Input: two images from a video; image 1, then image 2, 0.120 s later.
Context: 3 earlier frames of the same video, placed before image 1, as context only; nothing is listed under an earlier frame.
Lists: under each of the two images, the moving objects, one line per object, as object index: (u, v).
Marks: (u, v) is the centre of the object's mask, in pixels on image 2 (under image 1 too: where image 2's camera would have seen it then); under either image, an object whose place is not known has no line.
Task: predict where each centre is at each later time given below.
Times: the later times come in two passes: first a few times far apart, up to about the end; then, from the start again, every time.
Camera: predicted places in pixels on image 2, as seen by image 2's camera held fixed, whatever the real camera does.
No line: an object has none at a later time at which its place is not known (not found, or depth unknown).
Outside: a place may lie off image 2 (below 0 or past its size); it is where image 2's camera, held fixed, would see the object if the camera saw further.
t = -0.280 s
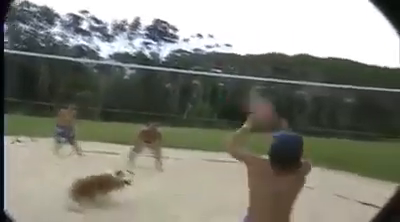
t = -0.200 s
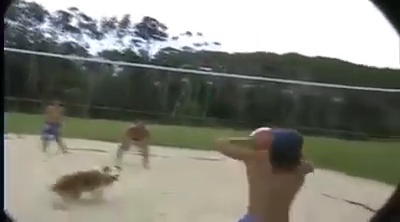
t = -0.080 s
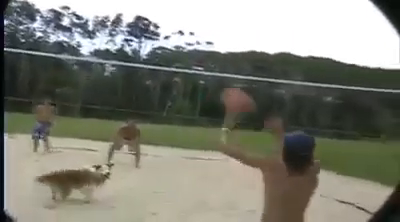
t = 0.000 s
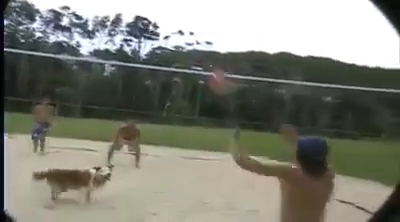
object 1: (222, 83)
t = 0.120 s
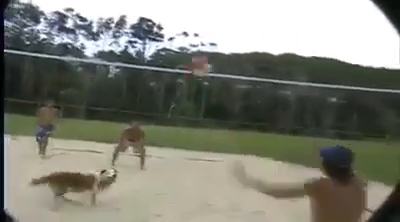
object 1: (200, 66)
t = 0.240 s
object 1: (182, 65)
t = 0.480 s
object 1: (147, 89)
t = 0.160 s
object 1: (194, 65)
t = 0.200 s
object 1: (190, 64)
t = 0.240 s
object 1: (182, 65)
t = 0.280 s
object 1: (178, 68)
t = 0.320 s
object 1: (171, 69)
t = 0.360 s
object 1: (164, 75)
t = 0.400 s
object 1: (158, 77)
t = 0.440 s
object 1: (153, 83)
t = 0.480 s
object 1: (147, 89)
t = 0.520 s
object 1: (141, 96)
